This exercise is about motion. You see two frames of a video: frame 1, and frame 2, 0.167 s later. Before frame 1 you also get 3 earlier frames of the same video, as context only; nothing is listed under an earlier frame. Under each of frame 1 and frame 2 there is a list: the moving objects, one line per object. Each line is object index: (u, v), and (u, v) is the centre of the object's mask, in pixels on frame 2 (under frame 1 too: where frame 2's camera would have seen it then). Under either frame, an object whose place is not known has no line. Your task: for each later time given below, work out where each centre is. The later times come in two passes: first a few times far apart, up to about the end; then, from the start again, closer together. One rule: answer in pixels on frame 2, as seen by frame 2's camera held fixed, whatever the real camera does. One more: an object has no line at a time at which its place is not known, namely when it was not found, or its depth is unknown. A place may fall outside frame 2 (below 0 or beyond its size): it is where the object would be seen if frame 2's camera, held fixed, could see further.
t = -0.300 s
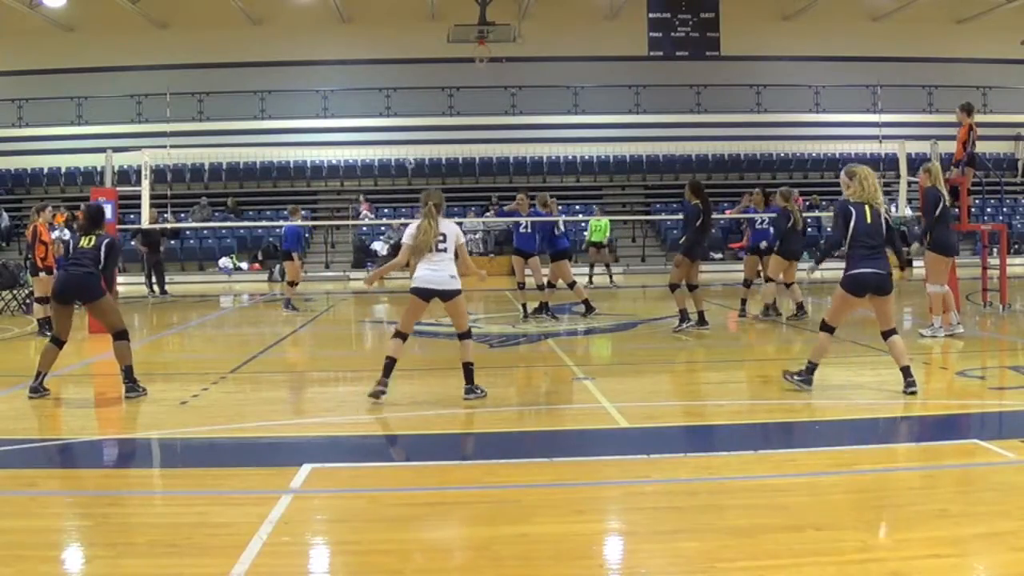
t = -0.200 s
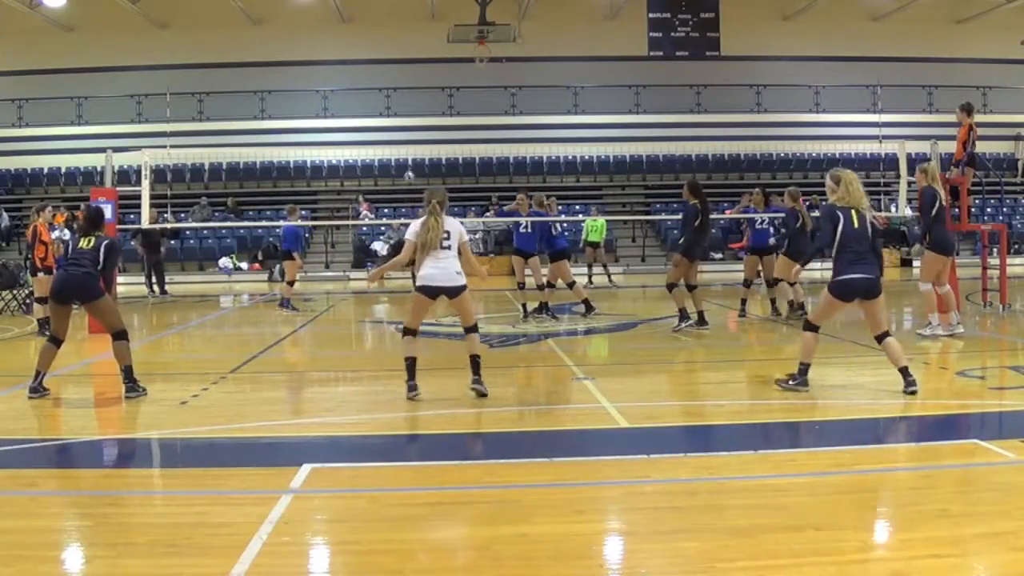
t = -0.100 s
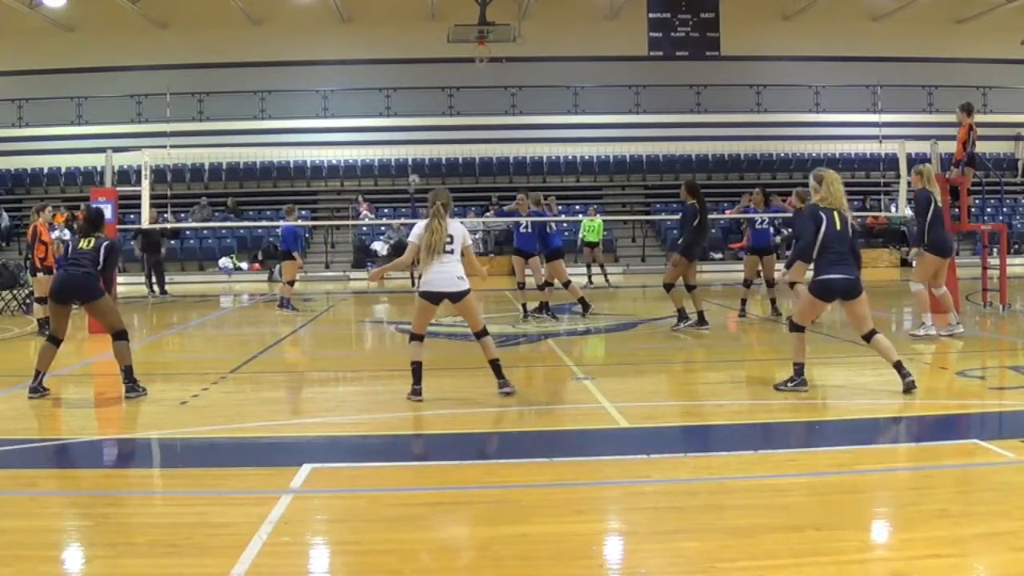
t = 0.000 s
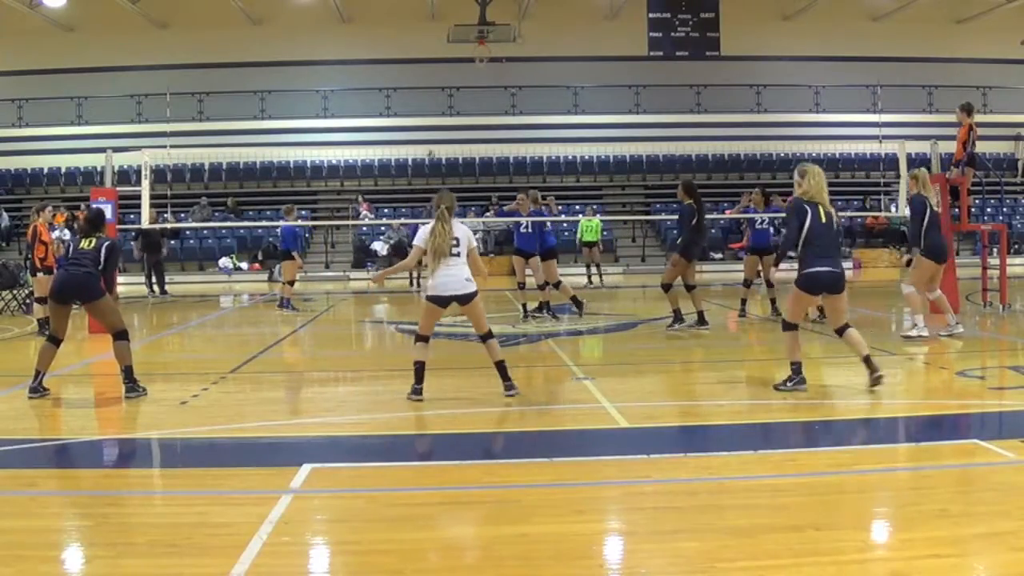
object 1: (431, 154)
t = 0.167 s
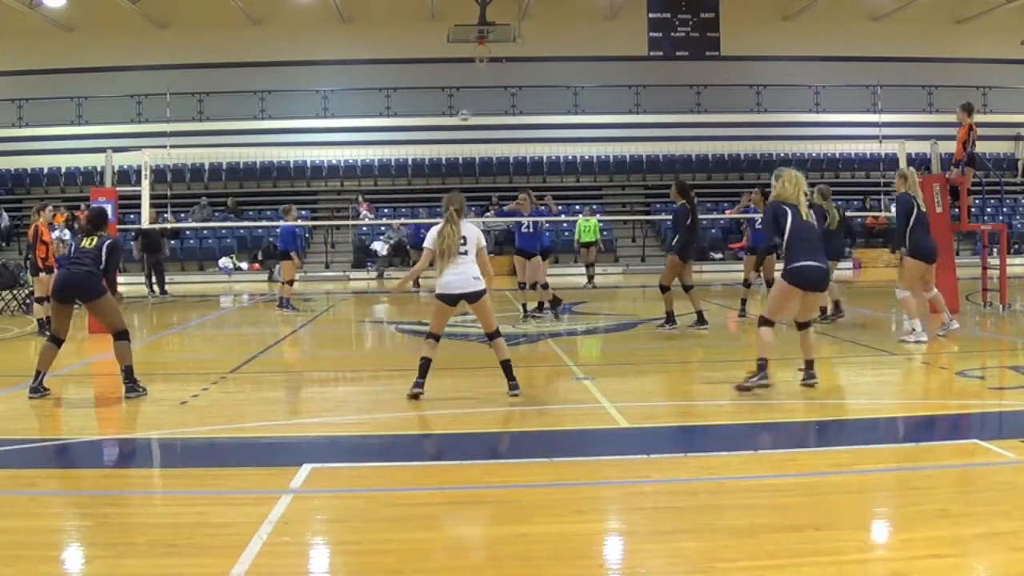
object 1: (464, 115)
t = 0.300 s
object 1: (496, 93)
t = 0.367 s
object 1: (513, 87)
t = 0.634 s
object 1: (609, 84)
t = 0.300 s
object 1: (496, 93)
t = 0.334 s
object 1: (505, 90)
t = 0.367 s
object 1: (513, 87)
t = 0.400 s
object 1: (524, 82)
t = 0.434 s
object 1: (534, 80)
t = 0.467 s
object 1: (545, 80)
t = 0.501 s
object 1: (557, 79)
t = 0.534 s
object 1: (569, 78)
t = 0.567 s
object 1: (582, 80)
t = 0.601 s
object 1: (595, 82)
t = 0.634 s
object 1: (609, 84)
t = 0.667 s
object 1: (624, 90)
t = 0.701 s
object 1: (641, 94)
